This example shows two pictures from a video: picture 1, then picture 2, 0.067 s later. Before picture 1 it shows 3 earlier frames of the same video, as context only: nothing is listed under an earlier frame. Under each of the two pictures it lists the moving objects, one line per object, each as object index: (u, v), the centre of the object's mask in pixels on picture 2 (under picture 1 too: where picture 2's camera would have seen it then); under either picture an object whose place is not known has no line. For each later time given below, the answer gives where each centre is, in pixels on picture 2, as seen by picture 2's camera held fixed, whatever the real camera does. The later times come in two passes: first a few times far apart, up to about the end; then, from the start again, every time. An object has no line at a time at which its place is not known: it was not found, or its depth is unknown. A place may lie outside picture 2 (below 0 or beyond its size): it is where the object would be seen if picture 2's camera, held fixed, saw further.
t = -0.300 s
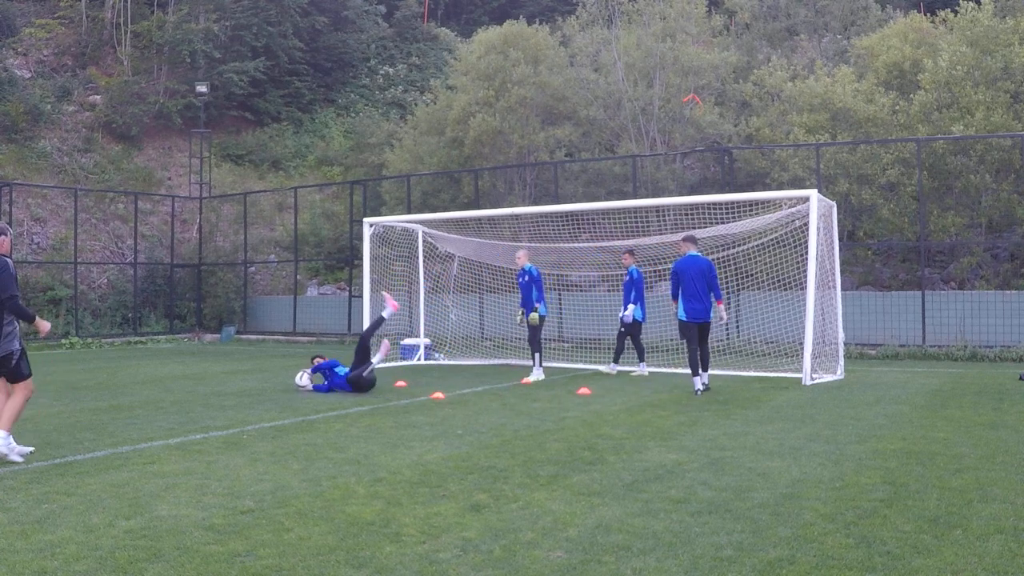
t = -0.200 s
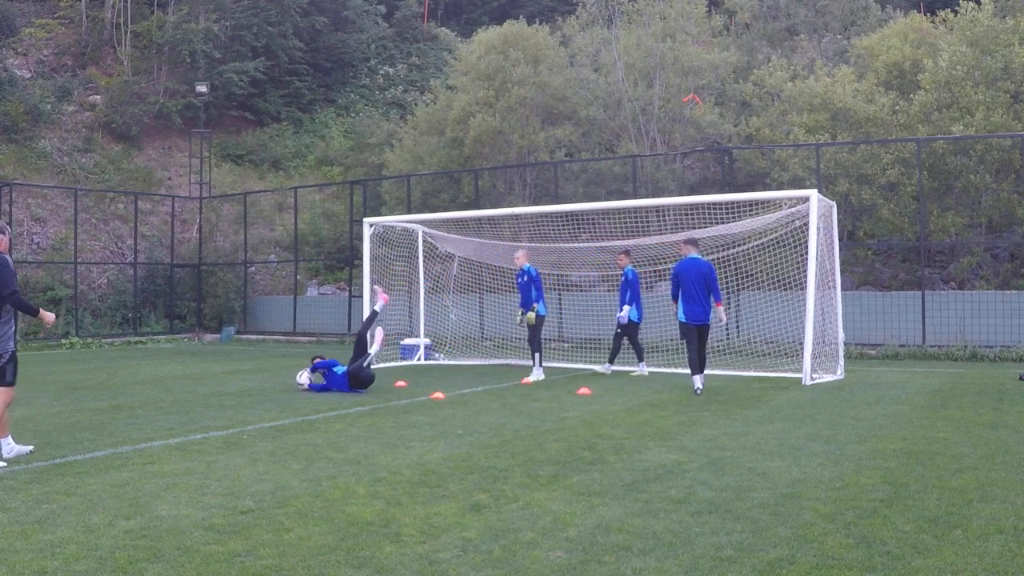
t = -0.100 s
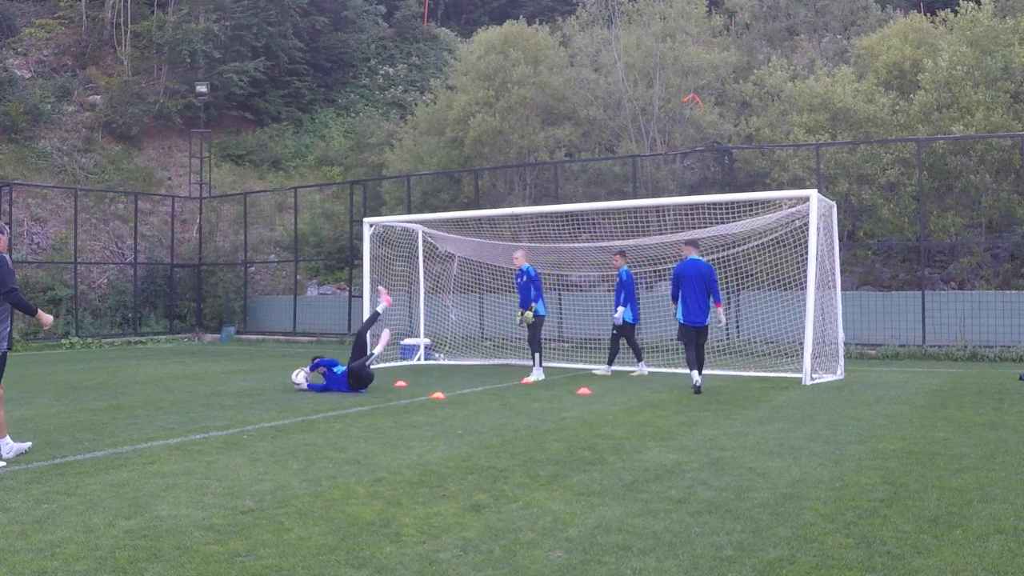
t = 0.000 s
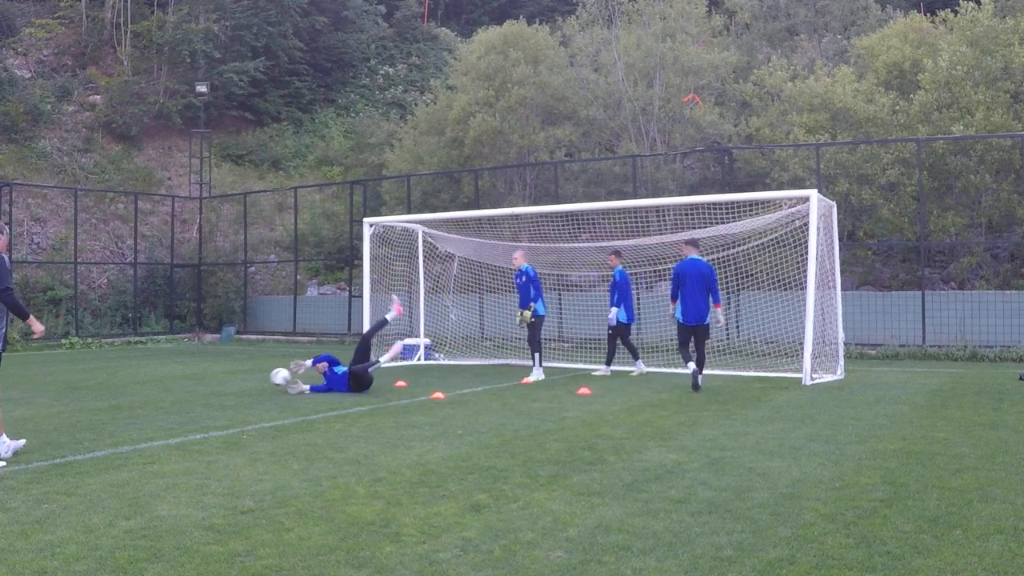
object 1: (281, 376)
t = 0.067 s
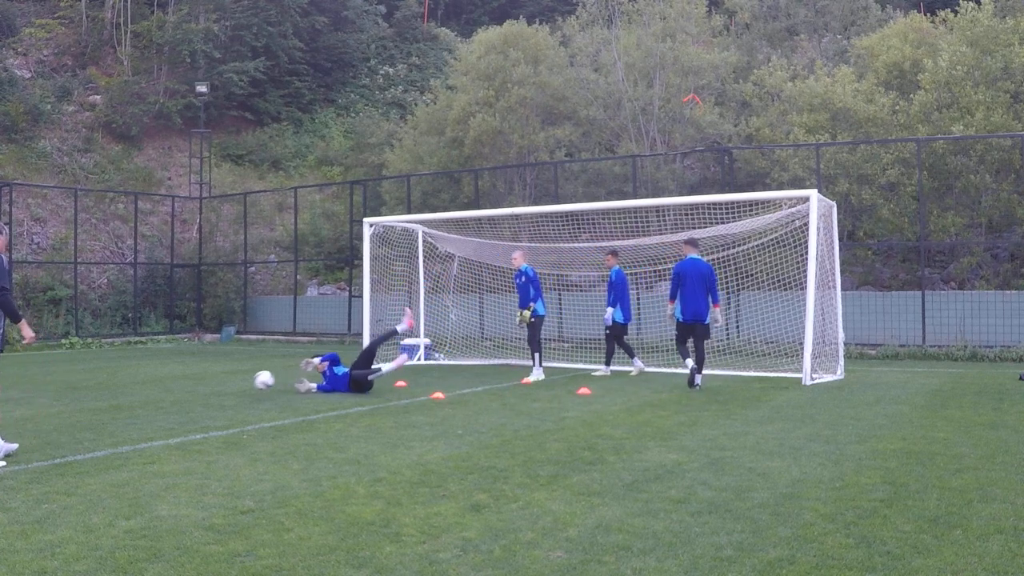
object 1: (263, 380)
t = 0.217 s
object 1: (224, 397)
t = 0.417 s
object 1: (177, 406)
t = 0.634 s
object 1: (127, 418)
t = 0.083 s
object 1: (259, 381)
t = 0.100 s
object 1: (255, 383)
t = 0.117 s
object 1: (251, 384)
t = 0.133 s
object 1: (246, 387)
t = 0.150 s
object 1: (241, 389)
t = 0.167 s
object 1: (237, 392)
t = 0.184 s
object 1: (231, 395)
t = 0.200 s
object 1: (227, 397)
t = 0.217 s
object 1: (224, 397)
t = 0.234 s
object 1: (220, 397)
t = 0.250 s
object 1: (216, 396)
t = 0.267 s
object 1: (213, 396)
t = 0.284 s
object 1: (209, 396)
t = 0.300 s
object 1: (205, 396)
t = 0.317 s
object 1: (201, 396)
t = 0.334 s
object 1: (198, 397)
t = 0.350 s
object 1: (193, 398)
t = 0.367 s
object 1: (189, 400)
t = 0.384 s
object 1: (185, 401)
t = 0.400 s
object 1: (181, 404)
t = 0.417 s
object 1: (177, 406)
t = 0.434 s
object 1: (173, 408)
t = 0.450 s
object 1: (169, 410)
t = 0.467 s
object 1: (166, 410)
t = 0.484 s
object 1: (162, 409)
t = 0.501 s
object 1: (158, 410)
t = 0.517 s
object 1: (155, 410)
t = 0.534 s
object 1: (151, 411)
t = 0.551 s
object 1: (147, 413)
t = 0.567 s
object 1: (143, 413)
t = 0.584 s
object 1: (139, 415)
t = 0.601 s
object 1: (135, 416)
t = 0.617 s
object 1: (131, 417)
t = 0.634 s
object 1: (127, 418)
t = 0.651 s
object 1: (123, 418)
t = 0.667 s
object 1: (119, 419)
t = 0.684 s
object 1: (115, 419)
